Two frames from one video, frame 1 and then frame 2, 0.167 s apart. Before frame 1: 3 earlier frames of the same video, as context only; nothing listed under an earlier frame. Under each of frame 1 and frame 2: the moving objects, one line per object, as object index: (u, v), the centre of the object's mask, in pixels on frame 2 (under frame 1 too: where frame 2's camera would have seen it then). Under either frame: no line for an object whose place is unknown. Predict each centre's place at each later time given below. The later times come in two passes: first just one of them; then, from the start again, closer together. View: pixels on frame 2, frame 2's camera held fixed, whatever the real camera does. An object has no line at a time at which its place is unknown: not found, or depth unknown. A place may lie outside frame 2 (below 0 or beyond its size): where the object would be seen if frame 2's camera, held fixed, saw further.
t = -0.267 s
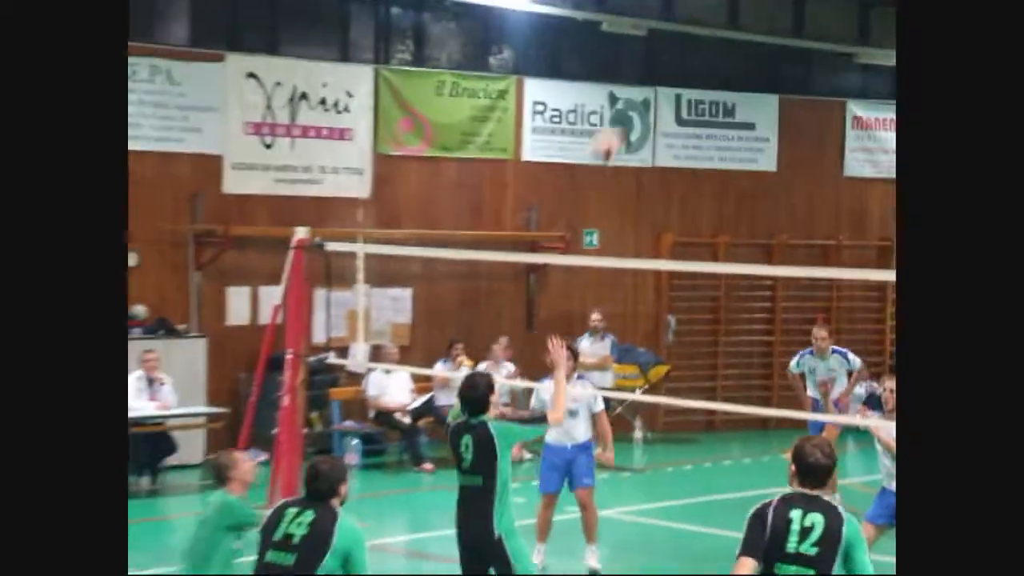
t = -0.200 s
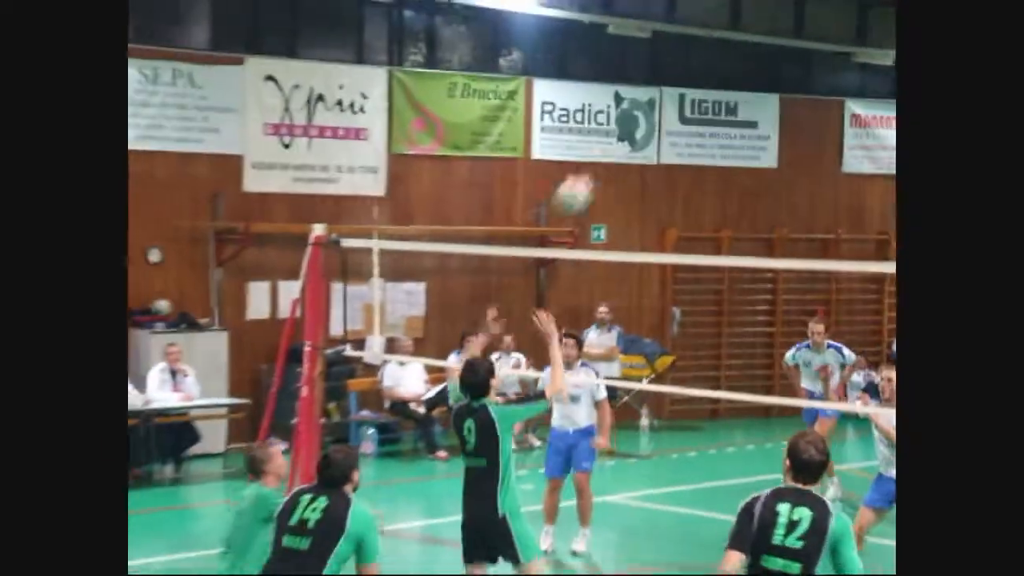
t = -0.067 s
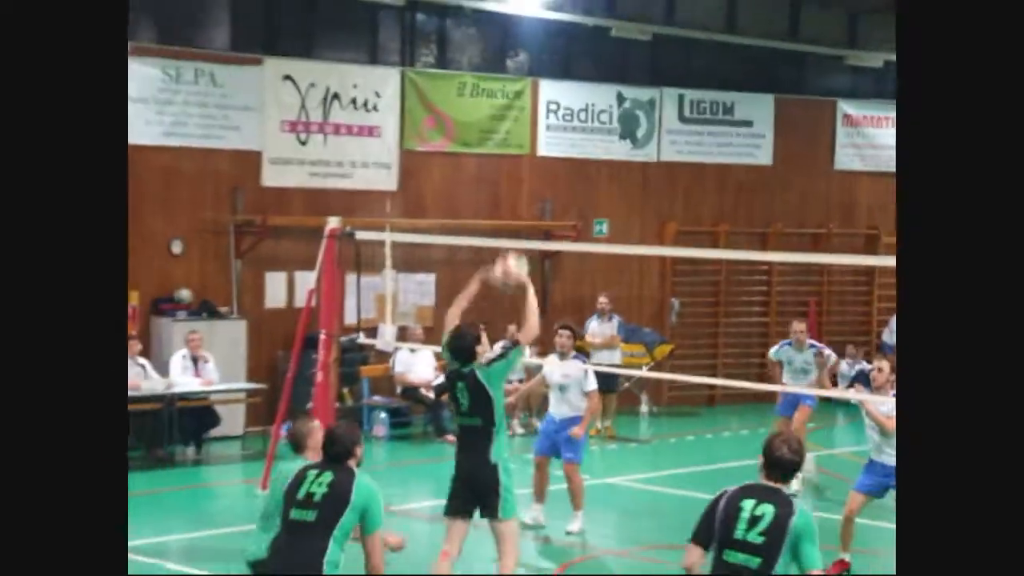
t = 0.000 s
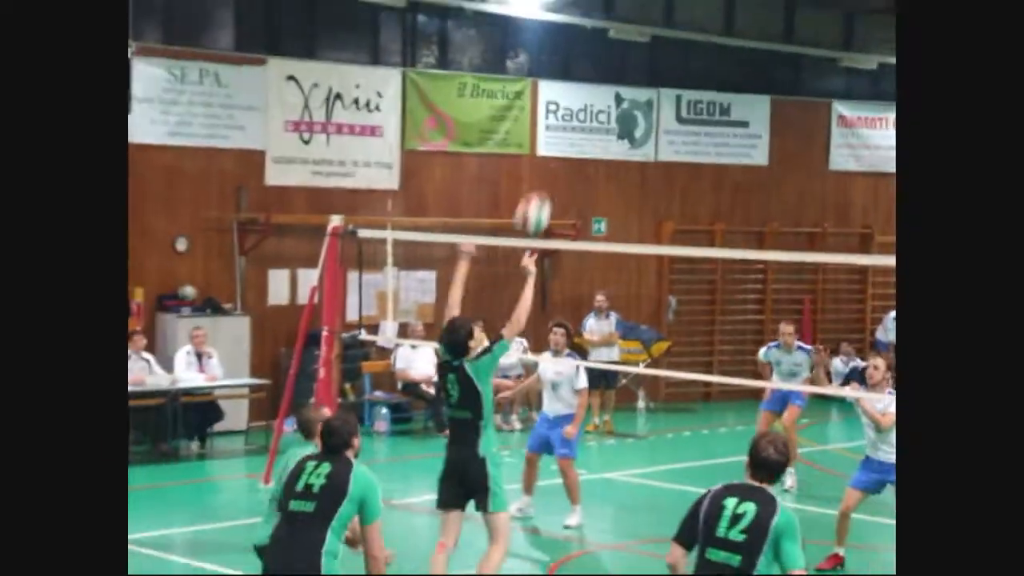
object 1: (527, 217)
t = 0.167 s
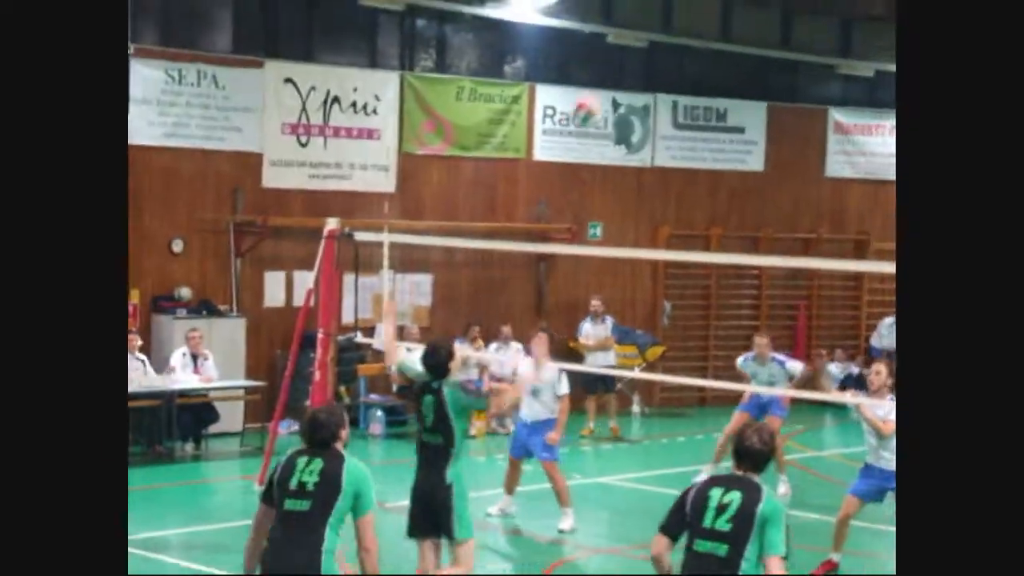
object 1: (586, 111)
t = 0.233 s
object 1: (610, 79)
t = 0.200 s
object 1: (599, 93)
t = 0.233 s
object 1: (610, 79)
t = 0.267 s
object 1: (621, 68)
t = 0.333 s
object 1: (642, 50)
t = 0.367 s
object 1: (654, 42)
